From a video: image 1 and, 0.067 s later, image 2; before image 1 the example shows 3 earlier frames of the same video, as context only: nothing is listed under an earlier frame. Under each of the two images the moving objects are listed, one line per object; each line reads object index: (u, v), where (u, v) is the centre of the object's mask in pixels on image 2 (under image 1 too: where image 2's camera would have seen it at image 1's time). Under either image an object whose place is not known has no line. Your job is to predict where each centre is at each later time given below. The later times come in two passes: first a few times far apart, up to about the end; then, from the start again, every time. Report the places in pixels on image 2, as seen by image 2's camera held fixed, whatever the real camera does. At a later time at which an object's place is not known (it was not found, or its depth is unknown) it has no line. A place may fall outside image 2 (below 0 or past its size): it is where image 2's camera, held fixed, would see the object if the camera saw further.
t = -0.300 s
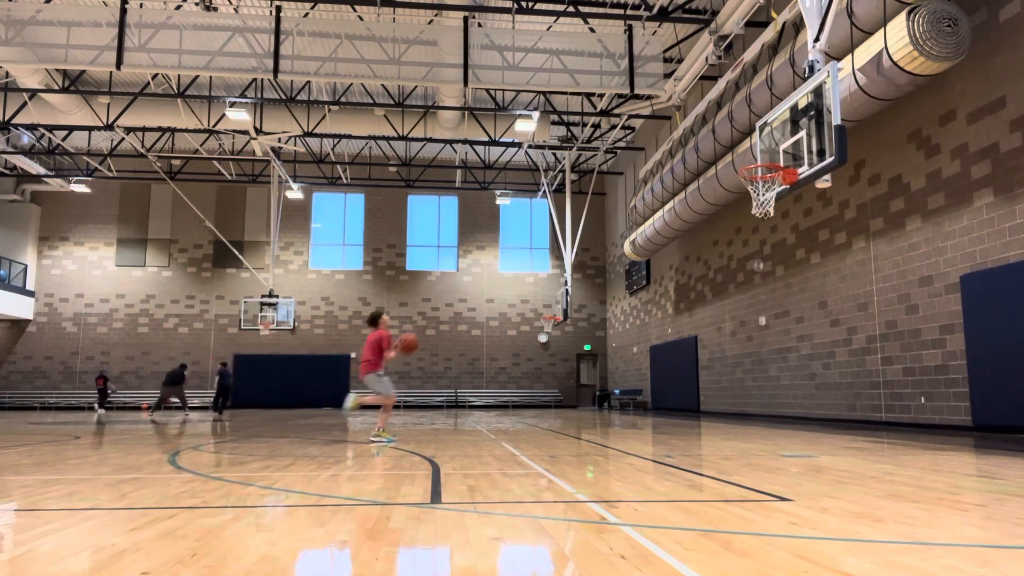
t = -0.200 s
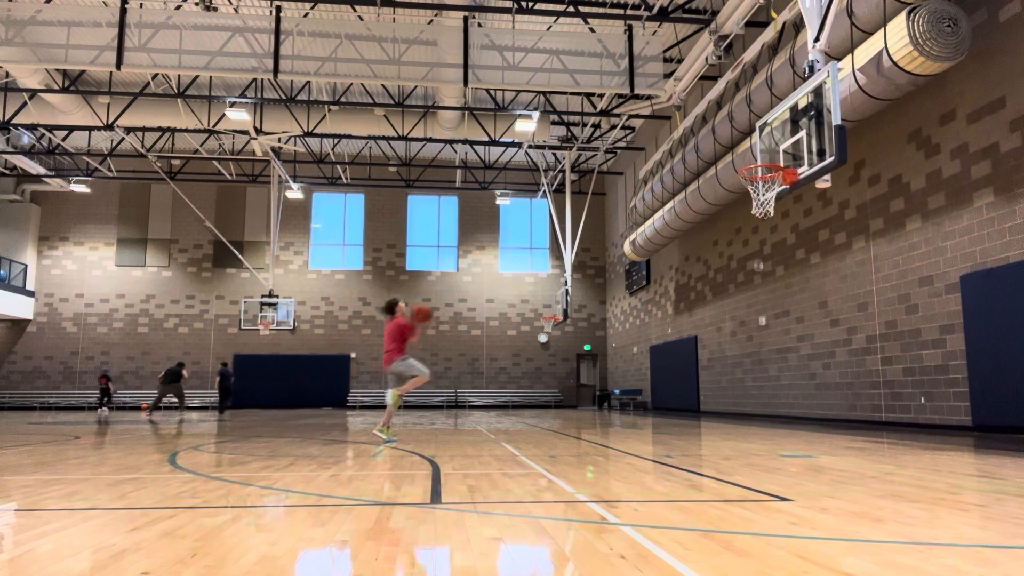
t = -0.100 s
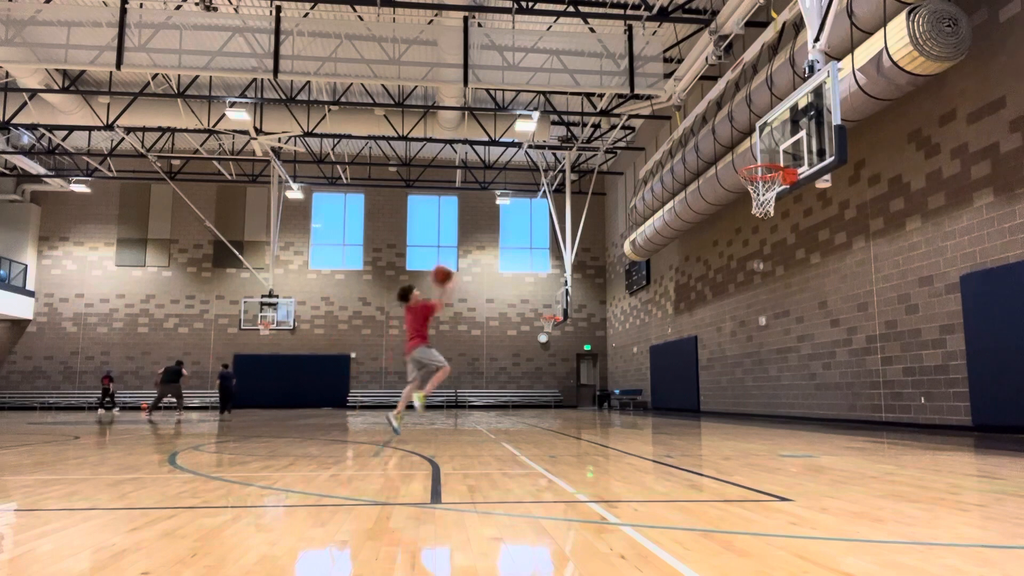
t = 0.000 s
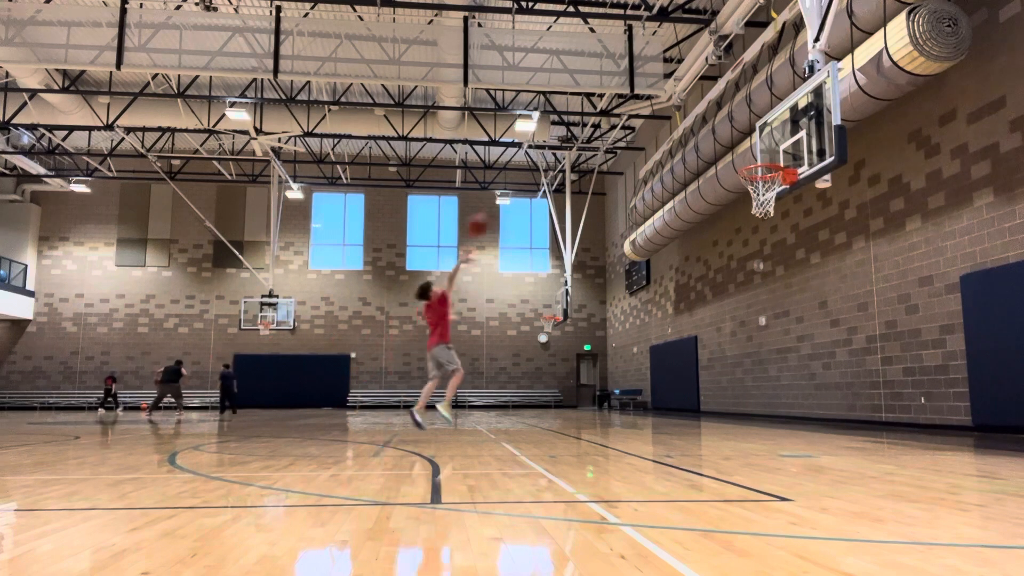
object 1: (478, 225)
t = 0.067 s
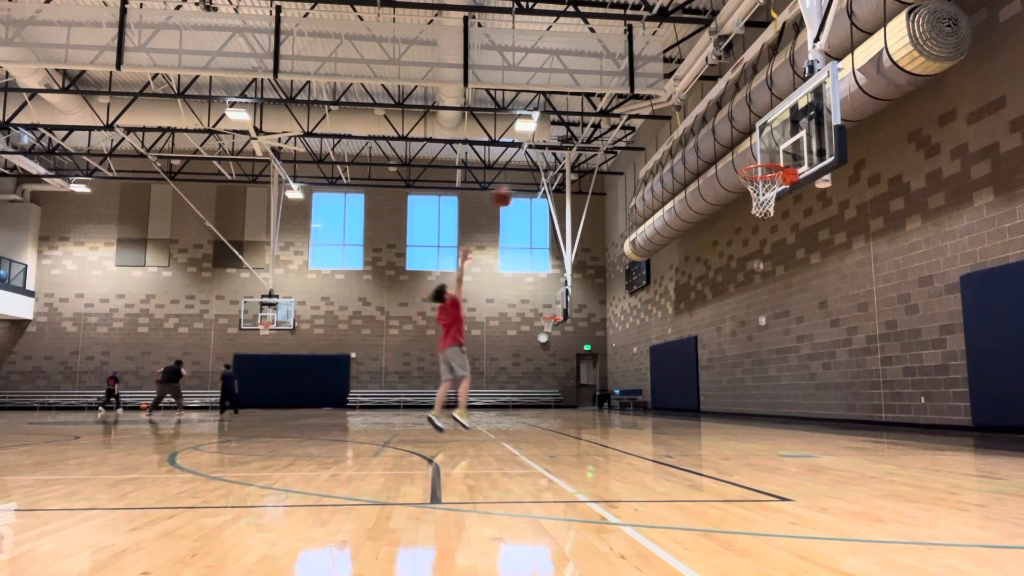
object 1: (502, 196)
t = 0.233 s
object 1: (561, 147)
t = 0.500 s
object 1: (650, 114)
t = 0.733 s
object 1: (728, 131)
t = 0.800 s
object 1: (750, 145)
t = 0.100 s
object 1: (514, 185)
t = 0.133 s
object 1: (526, 174)
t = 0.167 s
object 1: (537, 164)
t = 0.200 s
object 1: (549, 156)
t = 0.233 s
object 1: (561, 147)
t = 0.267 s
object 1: (572, 139)
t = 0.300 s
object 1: (584, 133)
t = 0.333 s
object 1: (595, 127)
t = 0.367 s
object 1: (605, 123)
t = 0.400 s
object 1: (617, 119)
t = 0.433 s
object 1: (629, 117)
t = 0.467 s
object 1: (640, 115)
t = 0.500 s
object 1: (650, 114)
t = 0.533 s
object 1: (661, 115)
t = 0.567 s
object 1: (673, 114)
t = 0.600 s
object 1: (683, 116)
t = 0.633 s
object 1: (695, 119)
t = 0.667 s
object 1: (707, 123)
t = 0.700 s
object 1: (717, 126)
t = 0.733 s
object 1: (728, 131)
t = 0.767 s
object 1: (739, 137)
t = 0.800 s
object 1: (750, 145)
